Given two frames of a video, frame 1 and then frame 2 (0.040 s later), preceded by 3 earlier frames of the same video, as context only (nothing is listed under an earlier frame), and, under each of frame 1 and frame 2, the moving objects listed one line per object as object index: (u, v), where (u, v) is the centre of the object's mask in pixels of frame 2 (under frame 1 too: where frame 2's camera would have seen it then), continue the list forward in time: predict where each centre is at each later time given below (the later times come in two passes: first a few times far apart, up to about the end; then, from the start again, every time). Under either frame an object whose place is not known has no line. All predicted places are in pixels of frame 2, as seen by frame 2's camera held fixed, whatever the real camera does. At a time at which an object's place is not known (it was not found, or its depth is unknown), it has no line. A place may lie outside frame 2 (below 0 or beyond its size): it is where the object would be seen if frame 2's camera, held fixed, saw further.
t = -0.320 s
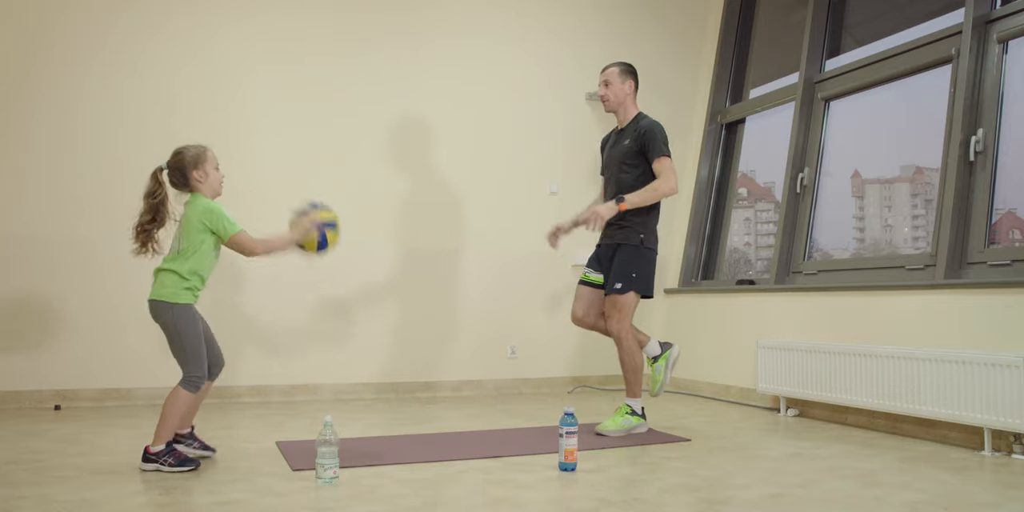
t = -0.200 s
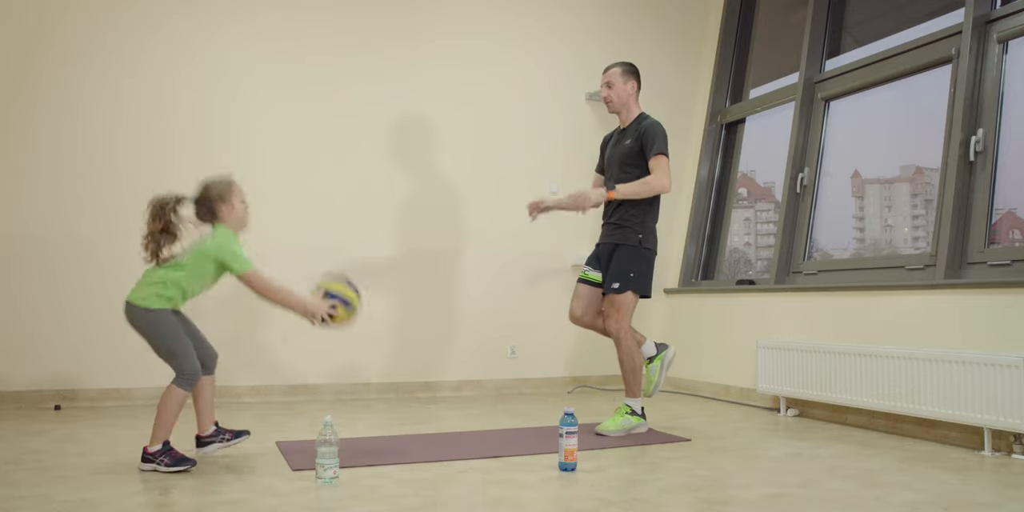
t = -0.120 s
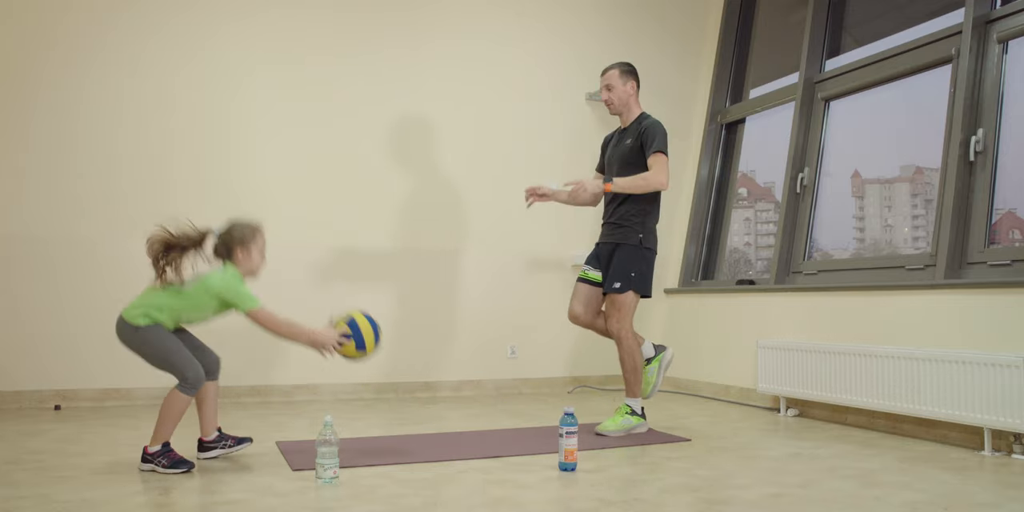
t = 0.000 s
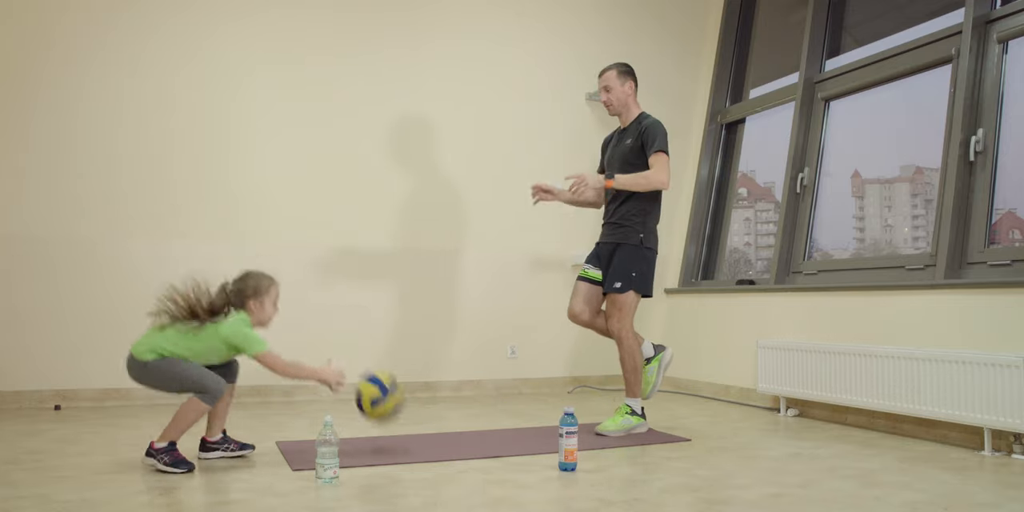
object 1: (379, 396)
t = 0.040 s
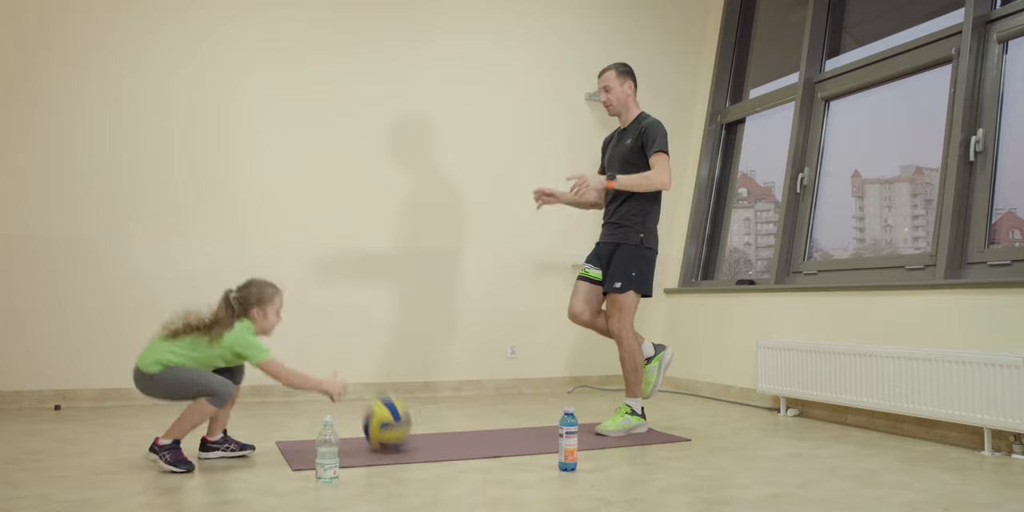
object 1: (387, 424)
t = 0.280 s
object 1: (437, 372)
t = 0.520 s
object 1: (486, 418)
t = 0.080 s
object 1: (396, 415)
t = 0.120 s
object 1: (404, 400)
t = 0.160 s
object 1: (412, 388)
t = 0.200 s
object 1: (421, 379)
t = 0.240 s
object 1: (429, 374)
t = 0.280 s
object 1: (437, 372)
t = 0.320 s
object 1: (445, 375)
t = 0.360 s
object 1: (454, 381)
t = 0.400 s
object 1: (461, 390)
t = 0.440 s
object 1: (470, 402)
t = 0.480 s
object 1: (478, 420)
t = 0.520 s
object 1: (486, 418)
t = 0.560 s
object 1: (495, 407)
